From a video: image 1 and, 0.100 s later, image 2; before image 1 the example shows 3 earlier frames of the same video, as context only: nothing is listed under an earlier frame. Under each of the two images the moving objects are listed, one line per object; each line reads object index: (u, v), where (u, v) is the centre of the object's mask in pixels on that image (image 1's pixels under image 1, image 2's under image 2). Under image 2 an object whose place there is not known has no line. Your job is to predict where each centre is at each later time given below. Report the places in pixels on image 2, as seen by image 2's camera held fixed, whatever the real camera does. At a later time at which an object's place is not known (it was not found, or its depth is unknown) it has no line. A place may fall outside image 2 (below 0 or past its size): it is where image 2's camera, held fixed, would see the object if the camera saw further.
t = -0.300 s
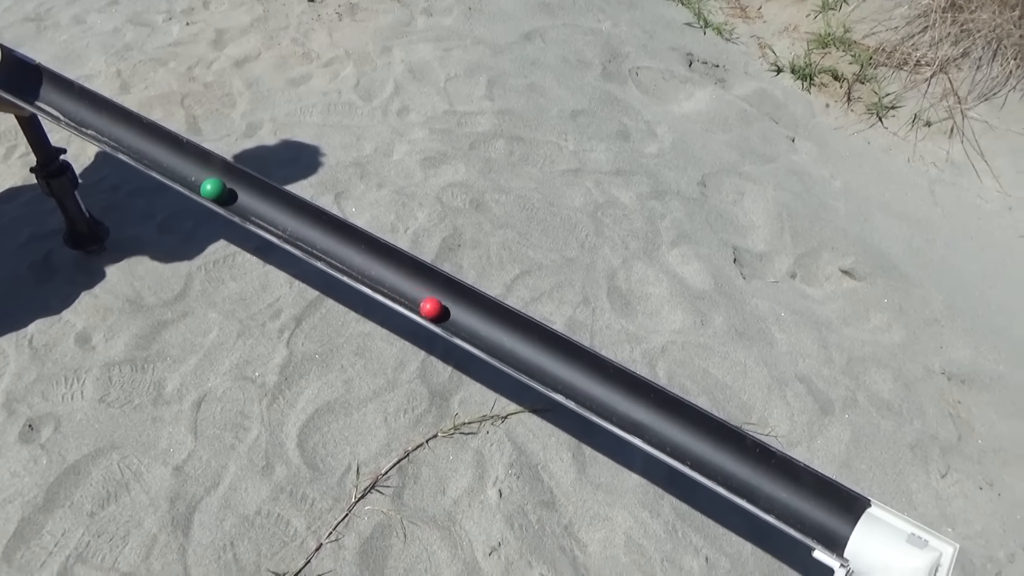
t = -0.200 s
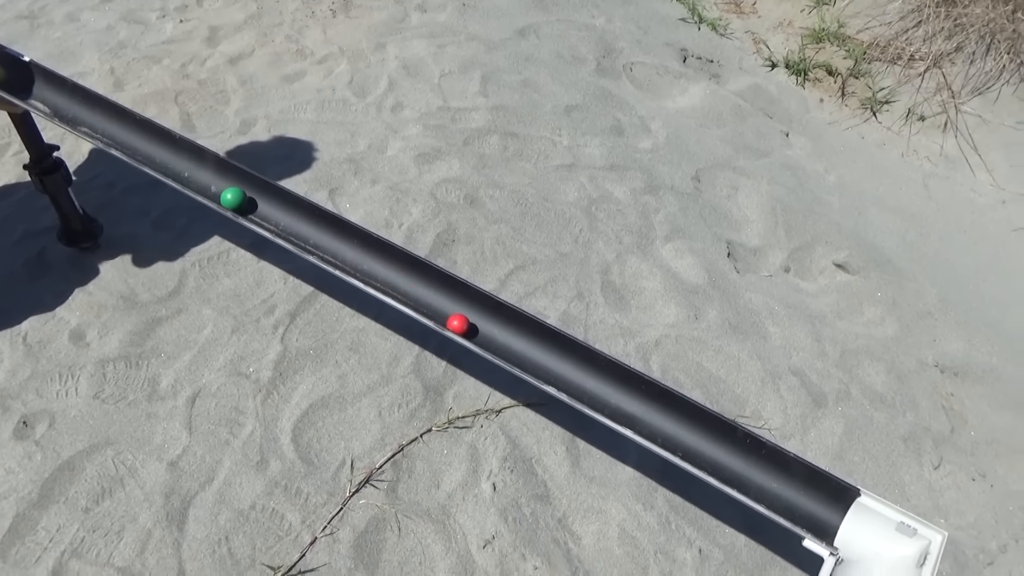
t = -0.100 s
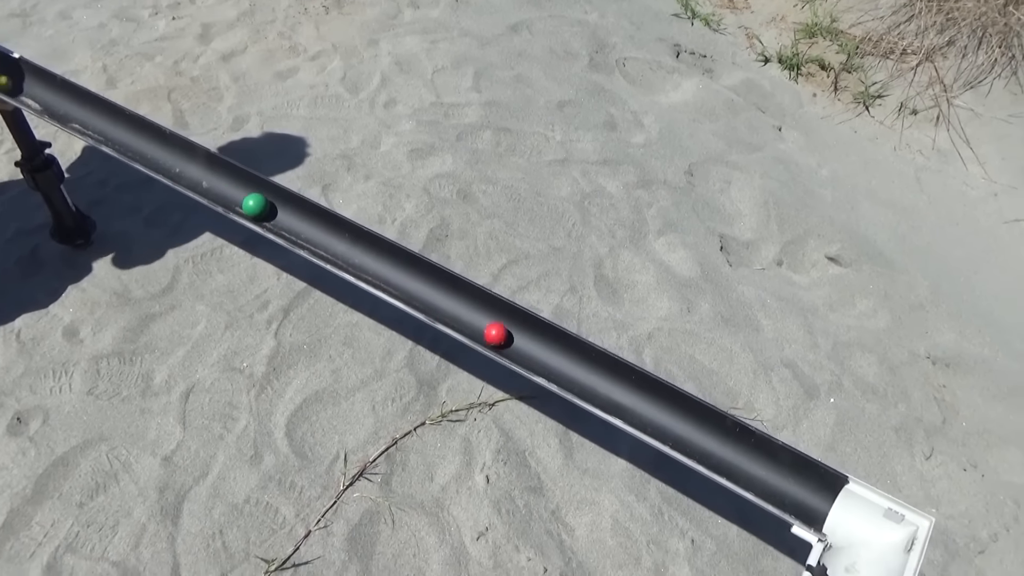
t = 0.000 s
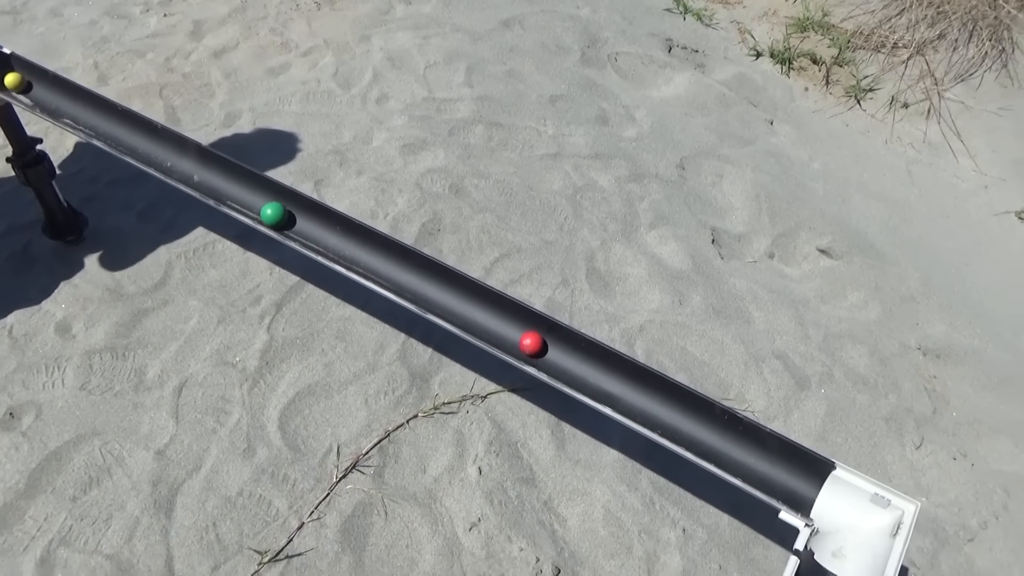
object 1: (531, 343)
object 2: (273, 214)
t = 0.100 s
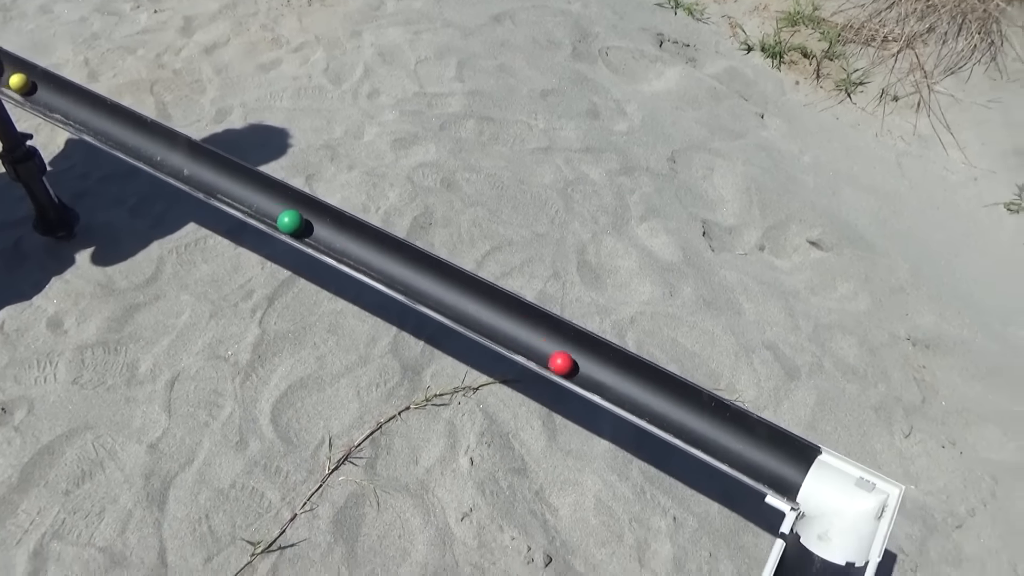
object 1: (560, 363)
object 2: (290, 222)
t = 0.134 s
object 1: (575, 372)
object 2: (300, 227)
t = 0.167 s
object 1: (590, 380)
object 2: (310, 232)
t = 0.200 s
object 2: (320, 238)
